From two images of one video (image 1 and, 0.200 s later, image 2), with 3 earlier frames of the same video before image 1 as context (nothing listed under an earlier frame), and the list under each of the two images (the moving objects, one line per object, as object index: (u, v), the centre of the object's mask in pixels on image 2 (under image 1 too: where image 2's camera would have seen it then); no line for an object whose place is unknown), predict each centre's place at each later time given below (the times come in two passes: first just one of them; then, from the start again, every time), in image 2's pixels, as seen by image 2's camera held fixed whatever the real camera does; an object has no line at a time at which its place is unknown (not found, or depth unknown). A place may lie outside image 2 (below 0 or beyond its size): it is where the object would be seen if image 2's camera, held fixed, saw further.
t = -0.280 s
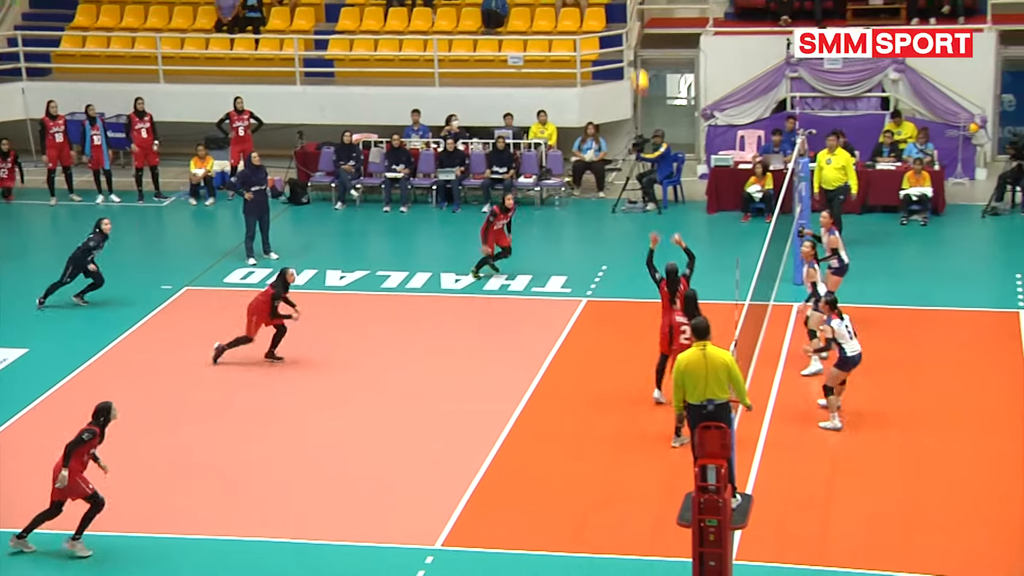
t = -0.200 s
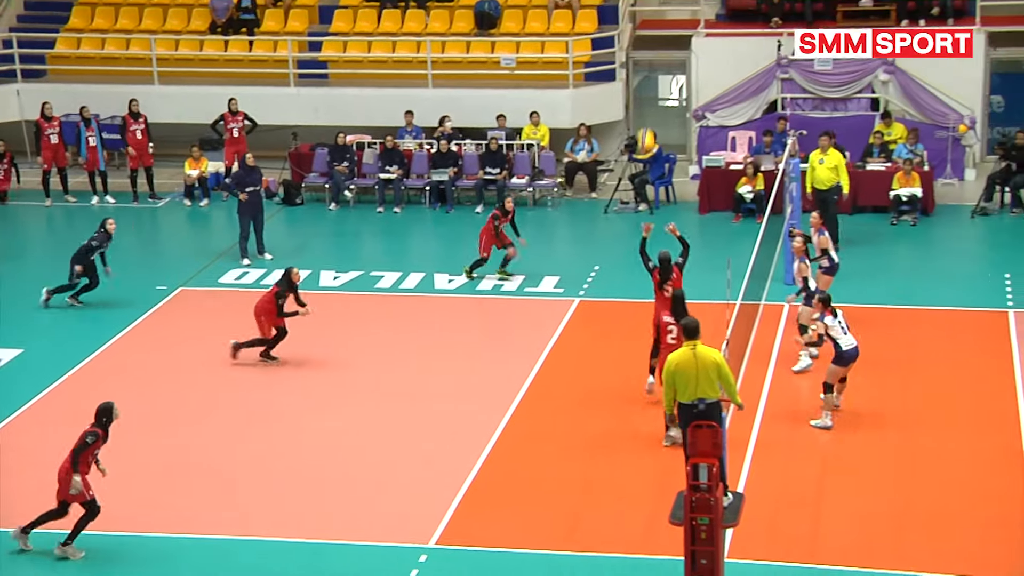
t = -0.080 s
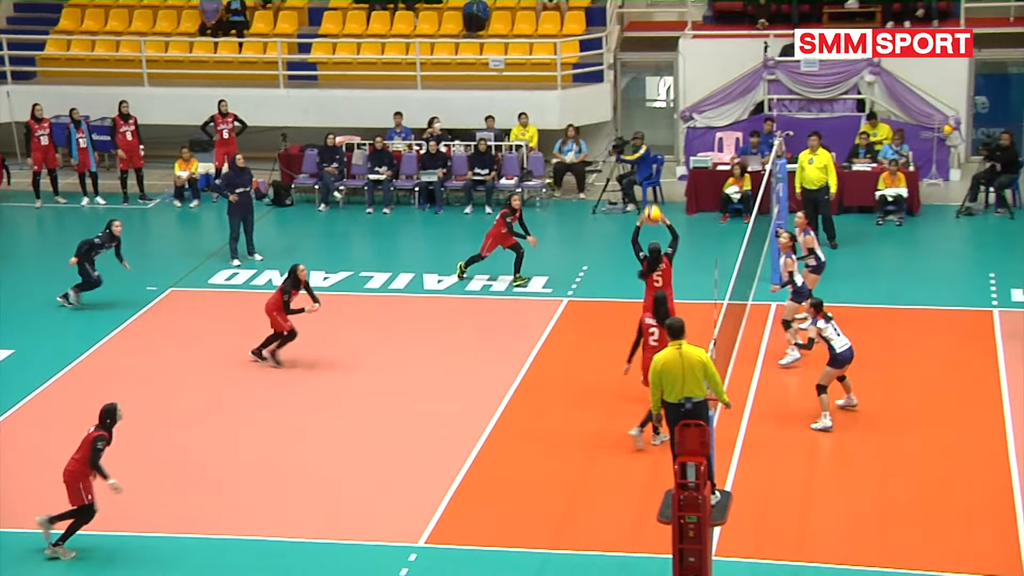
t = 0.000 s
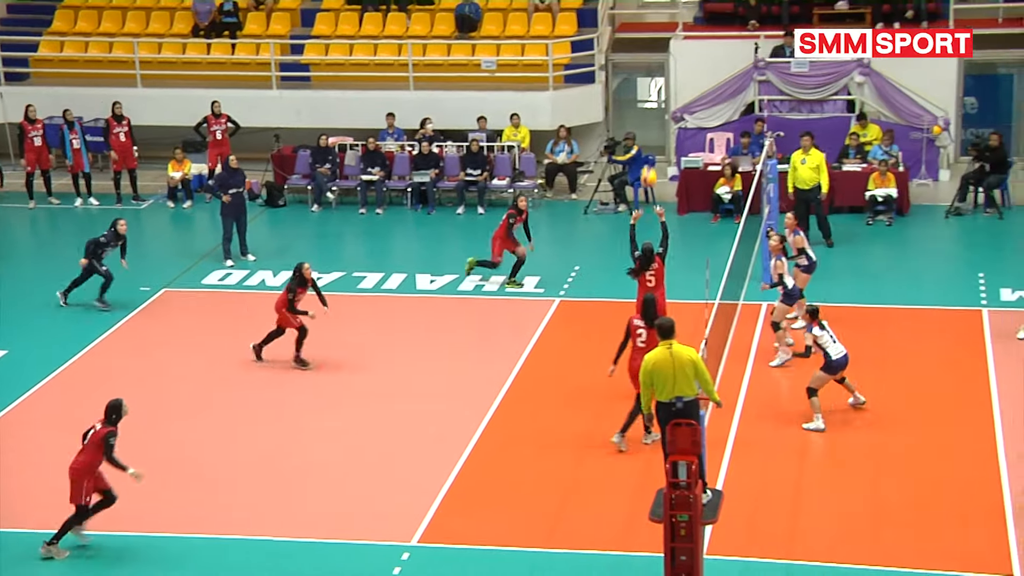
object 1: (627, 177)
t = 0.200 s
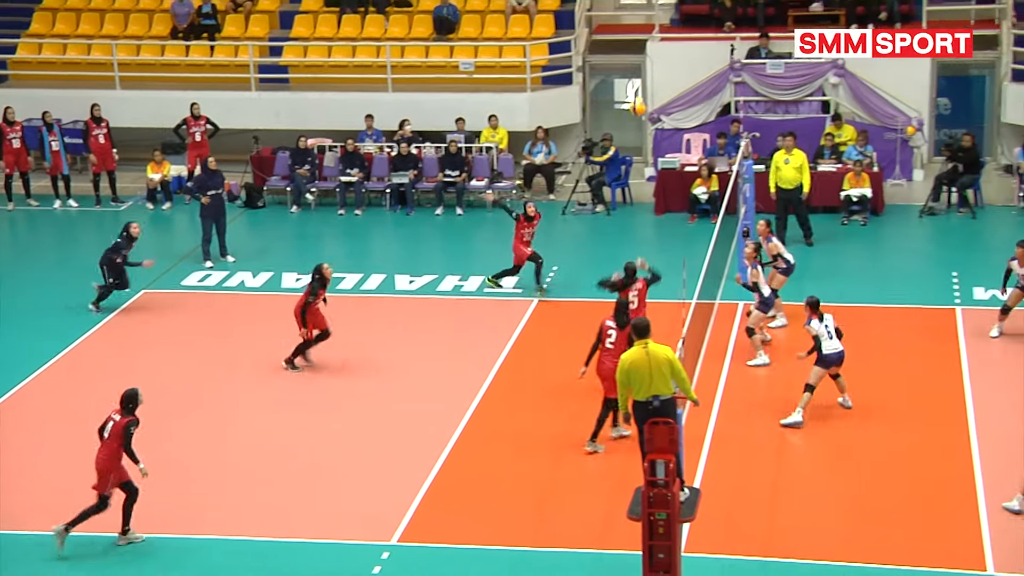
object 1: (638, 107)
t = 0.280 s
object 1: (641, 88)
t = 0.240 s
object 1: (640, 97)
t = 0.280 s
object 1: (641, 88)
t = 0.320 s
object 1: (643, 81)
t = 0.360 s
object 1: (645, 75)
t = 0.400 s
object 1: (646, 70)
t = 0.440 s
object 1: (648, 67)
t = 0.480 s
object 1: (650, 65)
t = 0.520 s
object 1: (652, 64)
